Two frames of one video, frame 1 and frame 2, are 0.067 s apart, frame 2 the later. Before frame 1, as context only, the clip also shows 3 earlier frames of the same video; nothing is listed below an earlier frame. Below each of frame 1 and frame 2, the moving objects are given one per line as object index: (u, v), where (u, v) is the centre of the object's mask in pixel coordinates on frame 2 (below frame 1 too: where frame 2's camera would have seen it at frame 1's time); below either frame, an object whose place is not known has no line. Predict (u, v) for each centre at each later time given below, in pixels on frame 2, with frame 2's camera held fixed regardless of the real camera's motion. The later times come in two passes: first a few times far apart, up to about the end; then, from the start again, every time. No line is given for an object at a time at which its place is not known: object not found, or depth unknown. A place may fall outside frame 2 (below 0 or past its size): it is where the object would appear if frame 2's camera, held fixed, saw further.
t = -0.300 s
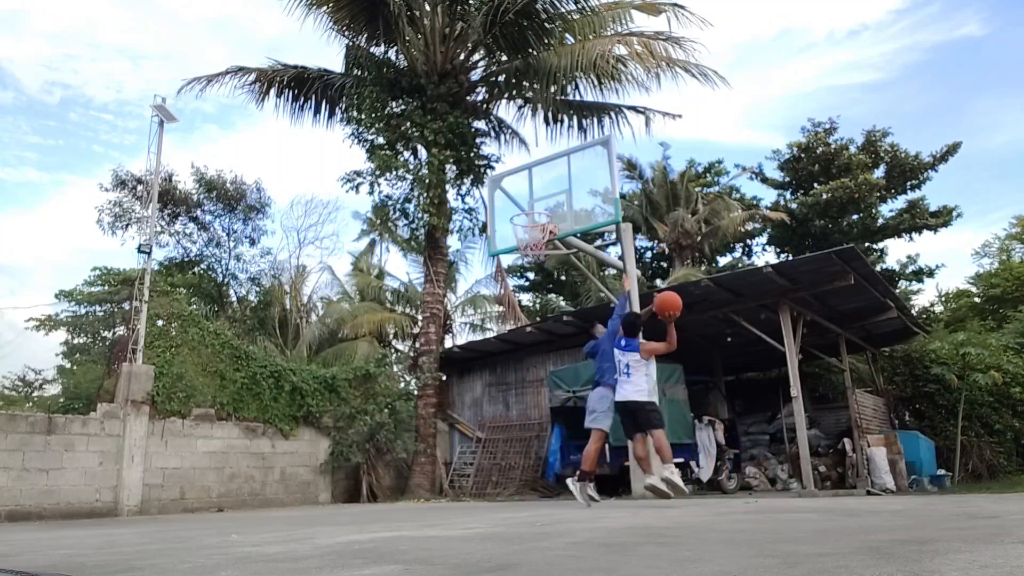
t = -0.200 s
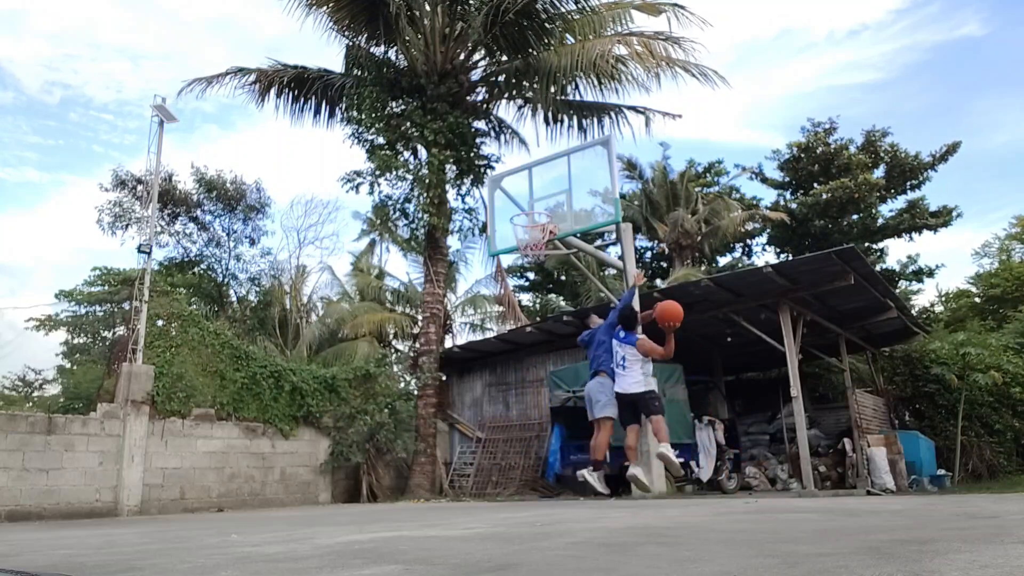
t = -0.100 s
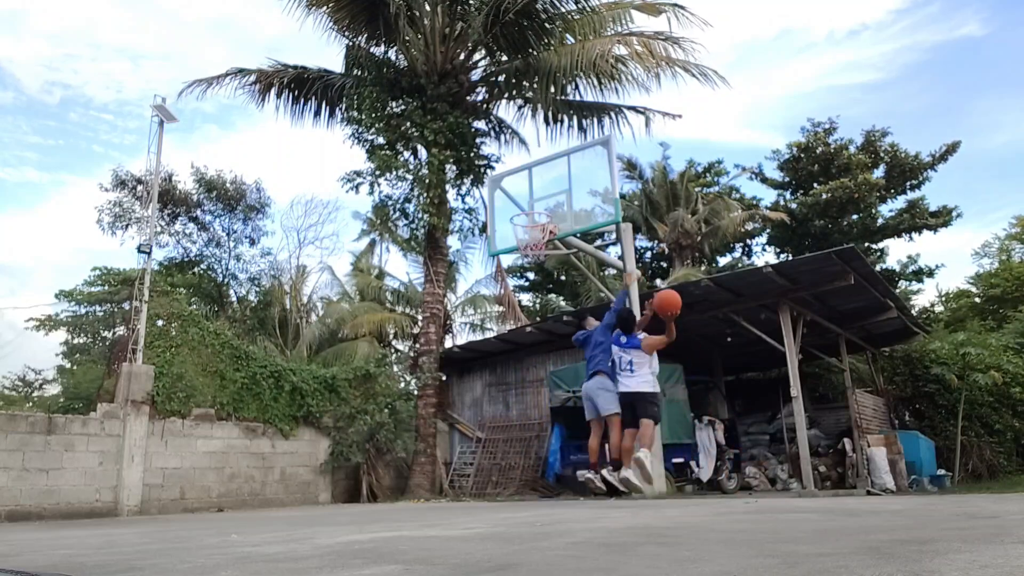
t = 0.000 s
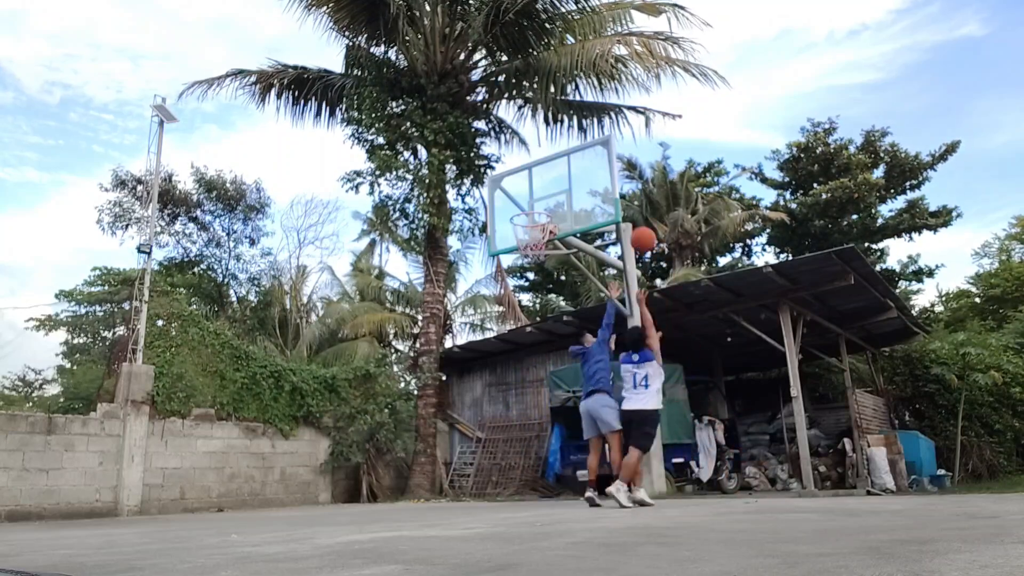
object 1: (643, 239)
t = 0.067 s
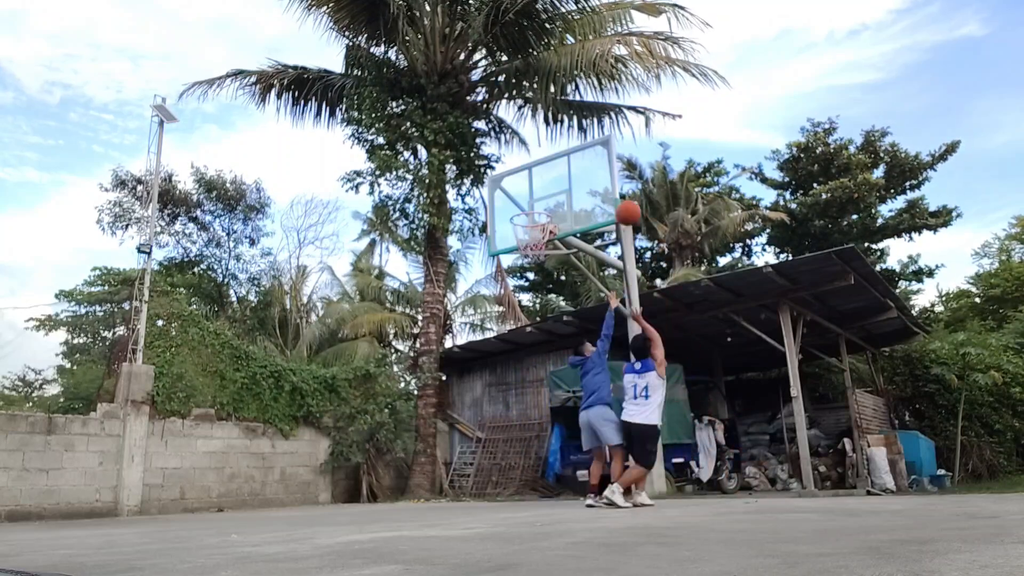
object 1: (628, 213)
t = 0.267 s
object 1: (592, 165)
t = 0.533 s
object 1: (555, 159)
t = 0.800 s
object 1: (521, 194)
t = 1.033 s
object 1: (501, 201)
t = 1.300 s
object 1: (486, 222)
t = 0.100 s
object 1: (621, 202)
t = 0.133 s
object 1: (615, 192)
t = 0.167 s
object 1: (608, 184)
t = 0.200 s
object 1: (602, 176)
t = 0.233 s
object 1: (597, 170)
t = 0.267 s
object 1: (592, 165)
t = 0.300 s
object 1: (587, 162)
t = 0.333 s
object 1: (581, 158)
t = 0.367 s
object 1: (576, 156)
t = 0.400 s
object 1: (572, 155)
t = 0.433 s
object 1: (567, 155)
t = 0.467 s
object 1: (563, 156)
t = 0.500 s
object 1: (559, 157)
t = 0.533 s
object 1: (555, 159)
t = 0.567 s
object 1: (551, 162)
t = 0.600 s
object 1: (547, 164)
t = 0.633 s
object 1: (542, 167)
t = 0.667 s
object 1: (538, 171)
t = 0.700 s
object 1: (533, 175)
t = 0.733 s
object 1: (529, 180)
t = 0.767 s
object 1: (525, 187)
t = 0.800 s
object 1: (521, 194)
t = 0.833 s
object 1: (516, 202)
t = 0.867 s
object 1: (512, 210)
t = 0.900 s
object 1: (509, 210)
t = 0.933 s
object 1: (507, 207)
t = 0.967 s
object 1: (505, 204)
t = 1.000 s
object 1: (503, 202)
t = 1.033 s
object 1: (501, 201)
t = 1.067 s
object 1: (500, 200)
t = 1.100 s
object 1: (497, 201)
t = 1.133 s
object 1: (495, 202)
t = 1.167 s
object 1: (493, 204)
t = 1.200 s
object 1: (492, 208)
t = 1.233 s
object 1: (489, 212)
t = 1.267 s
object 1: (487, 216)
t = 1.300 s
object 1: (486, 222)
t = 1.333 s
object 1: (484, 229)
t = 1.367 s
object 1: (482, 236)
